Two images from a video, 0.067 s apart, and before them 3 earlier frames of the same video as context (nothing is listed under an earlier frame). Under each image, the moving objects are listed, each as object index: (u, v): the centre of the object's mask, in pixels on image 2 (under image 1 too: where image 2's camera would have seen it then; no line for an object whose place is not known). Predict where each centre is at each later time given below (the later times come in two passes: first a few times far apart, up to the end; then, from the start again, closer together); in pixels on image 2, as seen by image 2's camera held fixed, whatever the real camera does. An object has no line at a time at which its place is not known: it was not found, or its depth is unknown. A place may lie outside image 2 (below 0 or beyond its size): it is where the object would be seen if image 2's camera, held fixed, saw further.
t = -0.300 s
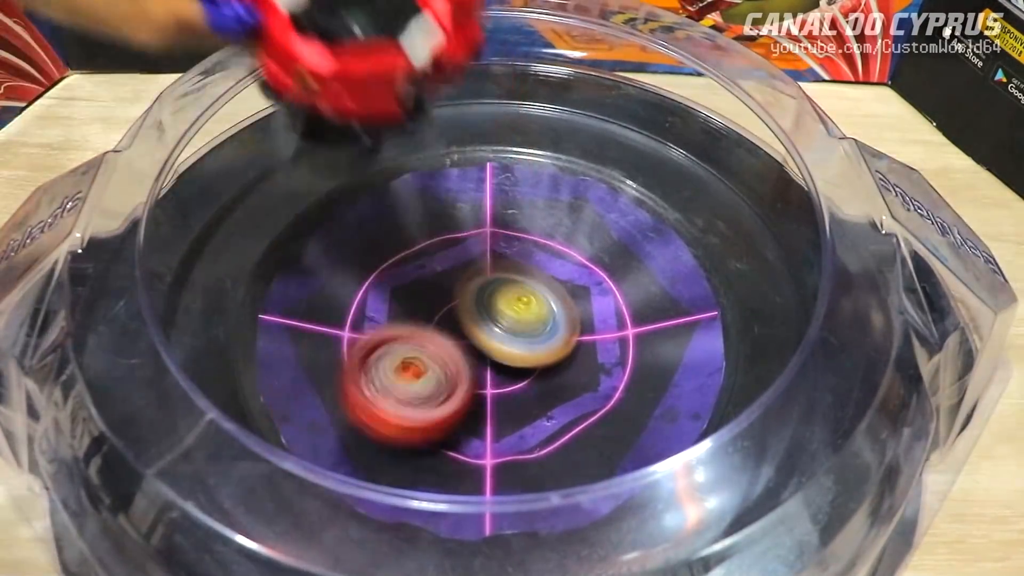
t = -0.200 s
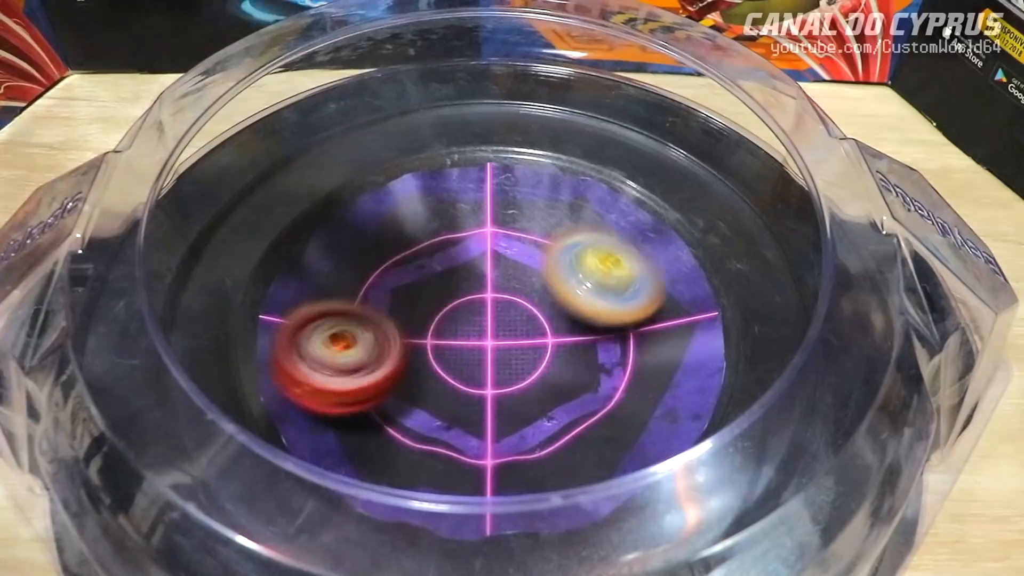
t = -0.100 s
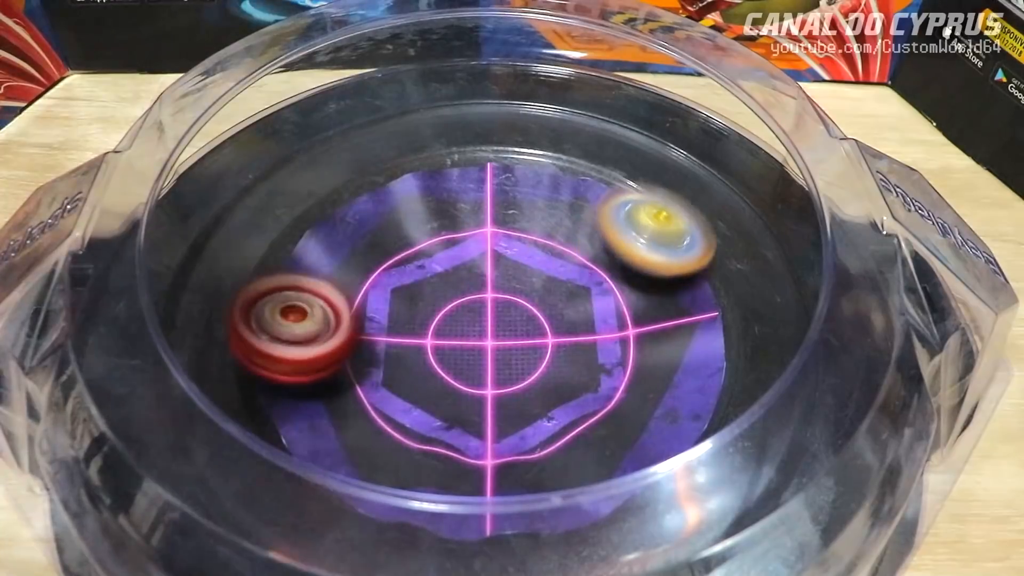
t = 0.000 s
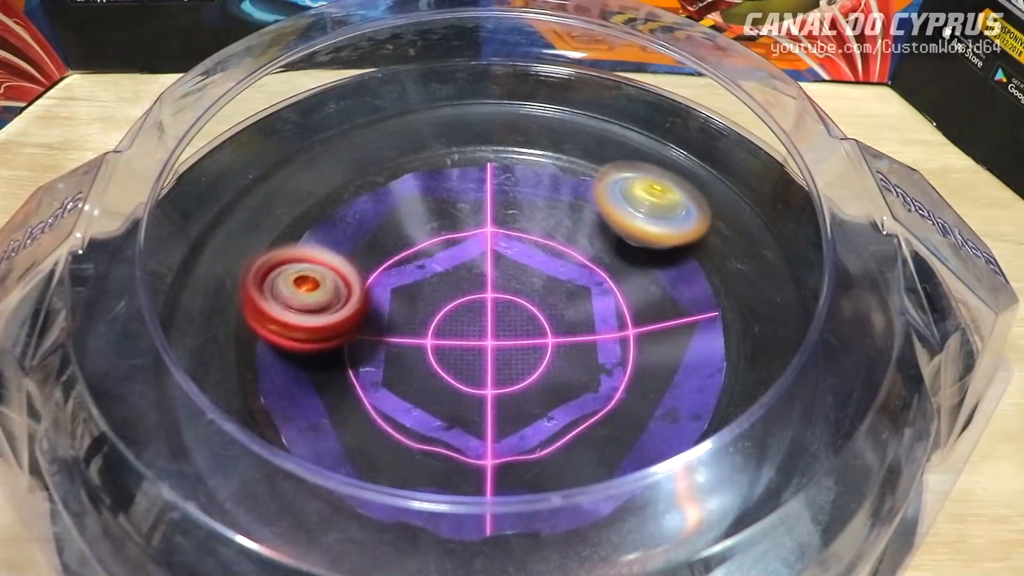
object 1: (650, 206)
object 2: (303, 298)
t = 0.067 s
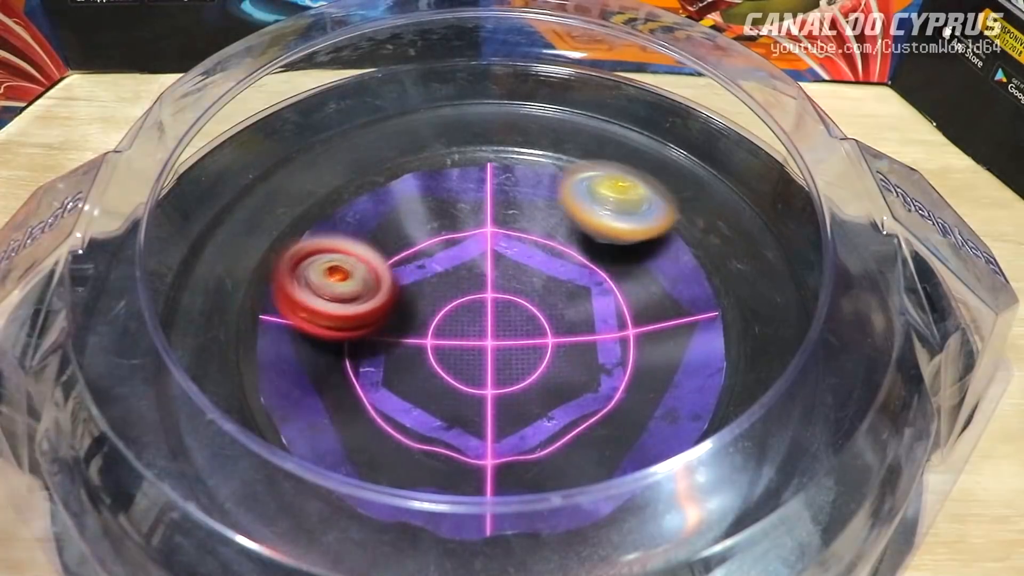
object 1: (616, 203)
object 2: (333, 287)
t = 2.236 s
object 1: (503, 480)
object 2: (695, 167)
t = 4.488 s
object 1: (487, 307)
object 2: (162, 355)
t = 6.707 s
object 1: (486, 313)
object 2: (801, 371)
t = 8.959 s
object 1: (490, 311)
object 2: (503, 94)
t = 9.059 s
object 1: (490, 311)
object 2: (556, 95)
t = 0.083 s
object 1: (605, 204)
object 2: (343, 285)
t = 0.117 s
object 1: (576, 206)
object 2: (366, 282)
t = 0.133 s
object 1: (561, 208)
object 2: (378, 281)
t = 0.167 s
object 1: (532, 214)
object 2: (403, 280)
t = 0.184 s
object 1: (515, 219)
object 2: (417, 279)
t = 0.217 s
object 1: (514, 211)
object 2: (403, 291)
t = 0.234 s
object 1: (521, 207)
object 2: (390, 298)
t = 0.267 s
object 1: (531, 203)
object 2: (368, 311)
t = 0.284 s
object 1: (535, 202)
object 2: (358, 316)
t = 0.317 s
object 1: (542, 203)
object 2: (344, 326)
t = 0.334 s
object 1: (544, 205)
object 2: (340, 329)
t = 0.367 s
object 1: (546, 212)
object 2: (336, 335)
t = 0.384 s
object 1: (547, 220)
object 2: (336, 337)
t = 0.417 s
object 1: (546, 232)
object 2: (340, 339)
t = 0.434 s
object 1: (545, 239)
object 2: (343, 339)
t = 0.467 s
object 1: (540, 255)
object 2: (352, 339)
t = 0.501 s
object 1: (532, 276)
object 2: (362, 338)
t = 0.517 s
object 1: (529, 284)
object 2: (368, 337)
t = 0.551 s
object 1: (519, 301)
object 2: (382, 335)
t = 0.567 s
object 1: (516, 308)
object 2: (388, 333)
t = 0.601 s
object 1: (550, 317)
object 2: (359, 324)
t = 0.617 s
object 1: (569, 320)
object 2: (343, 321)
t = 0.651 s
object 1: (604, 325)
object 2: (315, 311)
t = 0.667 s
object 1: (617, 328)
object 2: (306, 307)
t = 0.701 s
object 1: (636, 332)
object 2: (293, 301)
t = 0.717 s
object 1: (644, 335)
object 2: (290, 297)
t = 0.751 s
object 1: (654, 340)
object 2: (288, 292)
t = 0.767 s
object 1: (657, 342)
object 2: (289, 290)
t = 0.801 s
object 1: (657, 346)
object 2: (295, 287)
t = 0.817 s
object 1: (654, 347)
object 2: (300, 286)
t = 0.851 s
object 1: (644, 349)
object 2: (312, 285)
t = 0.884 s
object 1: (629, 349)
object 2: (329, 285)
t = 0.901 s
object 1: (620, 348)
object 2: (338, 285)
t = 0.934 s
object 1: (600, 344)
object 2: (360, 286)
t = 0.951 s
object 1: (589, 342)
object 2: (372, 288)
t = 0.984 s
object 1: (566, 334)
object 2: (396, 289)
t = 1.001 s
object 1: (554, 330)
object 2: (408, 290)
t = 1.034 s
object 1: (546, 325)
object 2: (418, 279)
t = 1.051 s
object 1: (554, 328)
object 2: (413, 266)
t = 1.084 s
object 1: (560, 332)
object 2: (403, 240)
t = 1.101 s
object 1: (562, 333)
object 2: (399, 230)
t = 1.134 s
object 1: (561, 334)
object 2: (392, 208)
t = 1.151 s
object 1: (558, 333)
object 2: (389, 199)
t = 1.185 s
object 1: (551, 331)
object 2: (384, 183)
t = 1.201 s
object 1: (545, 329)
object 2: (382, 176)
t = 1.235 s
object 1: (533, 325)
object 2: (379, 165)
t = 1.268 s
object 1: (518, 320)
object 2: (377, 156)
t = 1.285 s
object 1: (509, 317)
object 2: (376, 152)
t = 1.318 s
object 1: (493, 312)
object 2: (376, 148)
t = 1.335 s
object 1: (486, 309)
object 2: (377, 149)
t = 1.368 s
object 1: (470, 306)
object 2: (381, 152)
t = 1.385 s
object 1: (460, 302)
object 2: (384, 156)
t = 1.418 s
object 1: (445, 297)
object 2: (391, 165)
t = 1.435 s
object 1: (438, 294)
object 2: (396, 171)
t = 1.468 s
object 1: (426, 290)
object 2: (406, 184)
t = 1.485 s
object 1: (420, 301)
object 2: (413, 186)
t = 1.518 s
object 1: (409, 353)
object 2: (431, 154)
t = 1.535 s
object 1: (404, 377)
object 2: (440, 141)
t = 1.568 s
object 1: (401, 422)
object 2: (457, 114)
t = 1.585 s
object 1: (401, 434)
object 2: (466, 106)
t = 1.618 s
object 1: (401, 479)
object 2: (482, 90)
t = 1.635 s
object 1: (405, 497)
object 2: (489, 81)
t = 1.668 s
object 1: (414, 514)
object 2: (503, 70)
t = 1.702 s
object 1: (427, 528)
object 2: (516, 70)
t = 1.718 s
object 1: (432, 534)
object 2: (522, 68)
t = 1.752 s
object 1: (444, 546)
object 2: (535, 66)
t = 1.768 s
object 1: (449, 548)
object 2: (540, 68)
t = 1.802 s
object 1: (459, 549)
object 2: (550, 74)
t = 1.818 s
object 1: (464, 549)
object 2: (555, 77)
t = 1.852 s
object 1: (472, 548)
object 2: (566, 84)
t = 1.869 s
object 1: (475, 548)
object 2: (571, 88)
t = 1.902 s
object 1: (479, 547)
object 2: (580, 100)
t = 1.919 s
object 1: (481, 546)
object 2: (585, 104)
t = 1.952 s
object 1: (483, 545)
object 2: (593, 115)
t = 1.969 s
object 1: (485, 545)
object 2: (597, 120)
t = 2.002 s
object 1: (487, 543)
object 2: (607, 128)
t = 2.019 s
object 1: (488, 543)
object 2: (612, 132)
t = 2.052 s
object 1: (489, 532)
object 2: (623, 140)
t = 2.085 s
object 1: (490, 528)
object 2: (635, 146)
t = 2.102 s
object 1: (491, 526)
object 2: (640, 149)
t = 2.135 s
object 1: (492, 521)
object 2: (653, 155)
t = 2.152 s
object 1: (493, 518)
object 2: (659, 157)
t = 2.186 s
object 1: (497, 509)
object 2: (673, 162)
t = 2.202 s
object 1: (499, 498)
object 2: (680, 163)
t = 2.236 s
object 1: (503, 480)
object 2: (695, 167)
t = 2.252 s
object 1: (505, 469)
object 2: (703, 168)
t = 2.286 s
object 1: (508, 444)
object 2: (720, 171)
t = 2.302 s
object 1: (510, 437)
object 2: (730, 172)
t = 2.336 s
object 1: (513, 418)
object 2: (742, 172)
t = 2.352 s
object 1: (514, 407)
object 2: (745, 175)
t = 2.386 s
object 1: (515, 384)
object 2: (747, 186)
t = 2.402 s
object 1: (515, 371)
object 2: (745, 191)
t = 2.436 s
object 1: (516, 346)
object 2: (743, 200)
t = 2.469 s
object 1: (515, 323)
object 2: (741, 209)
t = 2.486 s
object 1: (514, 312)
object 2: (740, 214)
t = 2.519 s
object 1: (513, 292)
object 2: (738, 225)
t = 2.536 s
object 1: (511, 283)
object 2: (738, 229)
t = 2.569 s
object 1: (507, 265)
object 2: (739, 239)
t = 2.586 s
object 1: (505, 259)
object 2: (740, 244)
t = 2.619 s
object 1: (500, 250)
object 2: (743, 253)
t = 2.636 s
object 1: (497, 248)
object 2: (745, 258)
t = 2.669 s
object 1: (492, 246)
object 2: (750, 268)
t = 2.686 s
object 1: (489, 246)
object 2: (753, 274)
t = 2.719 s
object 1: (484, 248)
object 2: (759, 284)
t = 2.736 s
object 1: (481, 250)
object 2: (761, 289)
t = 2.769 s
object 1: (476, 255)
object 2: (766, 298)
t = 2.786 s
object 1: (473, 259)
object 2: (777, 305)
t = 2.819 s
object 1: (468, 265)
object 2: (790, 317)
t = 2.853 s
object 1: (464, 273)
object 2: (806, 331)
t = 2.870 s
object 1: (462, 277)
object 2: (815, 337)
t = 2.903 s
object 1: (459, 287)
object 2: (819, 344)
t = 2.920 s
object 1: (458, 291)
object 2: (816, 351)
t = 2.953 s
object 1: (456, 299)
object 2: (802, 360)
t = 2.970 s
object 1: (456, 303)
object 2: (794, 364)
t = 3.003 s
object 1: (457, 311)
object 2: (779, 372)
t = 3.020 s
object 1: (457, 314)
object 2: (773, 375)
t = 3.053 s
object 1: (460, 319)
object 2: (762, 383)
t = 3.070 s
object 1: (461, 321)
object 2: (756, 388)
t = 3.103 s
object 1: (465, 323)
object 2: (748, 397)
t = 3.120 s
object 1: (468, 323)
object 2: (744, 402)
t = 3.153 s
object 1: (472, 323)
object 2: (738, 412)
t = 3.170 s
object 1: (473, 323)
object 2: (735, 417)
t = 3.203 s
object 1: (476, 322)
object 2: (731, 431)
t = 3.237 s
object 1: (478, 321)
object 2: (727, 451)
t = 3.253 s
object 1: (479, 320)
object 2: (726, 459)
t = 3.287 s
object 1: (481, 319)
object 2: (721, 484)
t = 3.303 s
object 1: (481, 318)
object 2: (720, 495)
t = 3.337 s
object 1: (482, 318)
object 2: (719, 515)
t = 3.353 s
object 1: (483, 317)
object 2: (715, 518)
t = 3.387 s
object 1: (484, 315)
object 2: (697, 523)
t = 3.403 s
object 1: (484, 315)
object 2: (686, 524)
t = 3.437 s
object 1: (484, 314)
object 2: (665, 524)
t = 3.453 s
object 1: (483, 313)
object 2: (654, 524)
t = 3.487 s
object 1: (483, 313)
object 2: (634, 524)
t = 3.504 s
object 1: (483, 312)
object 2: (626, 524)
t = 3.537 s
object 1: (482, 311)
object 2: (613, 526)
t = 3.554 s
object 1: (482, 310)
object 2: (595, 538)
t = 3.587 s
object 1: (481, 310)
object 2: (579, 534)
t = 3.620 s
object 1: (482, 309)
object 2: (561, 542)
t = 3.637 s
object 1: (482, 309)
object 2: (550, 545)
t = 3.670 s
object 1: (482, 309)
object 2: (533, 548)
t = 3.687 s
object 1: (482, 308)
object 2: (523, 550)
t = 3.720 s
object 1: (481, 308)
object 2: (500, 548)
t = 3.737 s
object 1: (481, 308)
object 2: (490, 547)
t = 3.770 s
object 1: (482, 308)
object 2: (469, 545)
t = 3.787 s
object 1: (482, 307)
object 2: (457, 545)
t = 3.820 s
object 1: (482, 307)
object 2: (435, 544)
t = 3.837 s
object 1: (482, 307)
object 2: (425, 543)
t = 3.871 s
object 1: (483, 307)
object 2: (401, 542)
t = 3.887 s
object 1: (483, 307)
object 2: (390, 541)
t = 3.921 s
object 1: (483, 307)
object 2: (365, 540)
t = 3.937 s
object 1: (483, 307)
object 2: (352, 540)
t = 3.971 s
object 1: (483, 307)
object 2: (327, 539)
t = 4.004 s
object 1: (483, 306)
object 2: (311, 534)
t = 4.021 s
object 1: (483, 306)
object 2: (304, 532)
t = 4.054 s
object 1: (483, 306)
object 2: (292, 523)
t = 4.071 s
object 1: (484, 306)
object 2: (285, 517)
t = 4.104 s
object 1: (484, 306)
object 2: (271, 506)
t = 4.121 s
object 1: (484, 306)
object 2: (263, 500)
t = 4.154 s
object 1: (484, 306)
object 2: (245, 490)
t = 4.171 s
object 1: (484, 306)
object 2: (234, 486)
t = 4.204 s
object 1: (485, 306)
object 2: (216, 477)
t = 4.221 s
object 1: (485, 306)
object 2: (208, 471)
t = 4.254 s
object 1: (485, 306)
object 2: (202, 457)
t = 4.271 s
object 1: (485, 307)
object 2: (203, 448)
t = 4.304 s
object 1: (486, 307)
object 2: (201, 430)
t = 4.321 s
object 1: (486, 307)
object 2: (199, 422)
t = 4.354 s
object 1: (486, 307)
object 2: (194, 407)
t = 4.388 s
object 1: (486, 307)
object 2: (187, 394)
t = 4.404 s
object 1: (486, 307)
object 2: (182, 387)
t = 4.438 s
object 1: (487, 307)
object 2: (171, 374)
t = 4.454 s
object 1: (487, 307)
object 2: (164, 367)
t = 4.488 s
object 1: (487, 307)
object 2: (162, 355)
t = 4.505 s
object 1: (487, 307)
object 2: (165, 348)
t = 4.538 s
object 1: (488, 307)
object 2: (172, 335)
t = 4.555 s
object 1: (488, 307)
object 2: (175, 328)
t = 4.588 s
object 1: (488, 307)
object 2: (178, 315)
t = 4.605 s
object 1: (488, 307)
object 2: (179, 308)
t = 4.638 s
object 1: (489, 307)
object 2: (178, 295)
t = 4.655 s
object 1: (489, 307)
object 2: (177, 289)
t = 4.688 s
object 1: (489, 308)
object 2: (173, 276)
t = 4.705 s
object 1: (489, 308)
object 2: (174, 269)
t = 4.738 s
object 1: (490, 308)
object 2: (185, 260)
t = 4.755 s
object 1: (490, 308)
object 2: (191, 255)
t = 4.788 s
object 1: (490, 308)
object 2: (205, 246)
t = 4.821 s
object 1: (491, 308)
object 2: (212, 235)
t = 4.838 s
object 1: (491, 308)
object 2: (215, 230)
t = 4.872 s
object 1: (491, 308)
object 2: (223, 219)
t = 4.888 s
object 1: (491, 308)
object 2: (226, 213)
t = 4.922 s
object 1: (492, 309)
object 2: (230, 201)
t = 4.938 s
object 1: (492, 309)
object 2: (232, 195)
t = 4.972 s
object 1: (492, 309)
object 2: (236, 183)
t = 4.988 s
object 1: (492, 309)
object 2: (237, 176)
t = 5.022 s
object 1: (492, 309)
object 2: (251, 171)
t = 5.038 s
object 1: (493, 309)
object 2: (258, 168)
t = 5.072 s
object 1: (493, 310)
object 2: (273, 163)
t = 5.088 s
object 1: (493, 310)
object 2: (279, 159)
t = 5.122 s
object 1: (493, 310)
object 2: (291, 152)
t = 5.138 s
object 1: (493, 310)
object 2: (297, 148)
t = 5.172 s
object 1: (493, 310)
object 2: (307, 139)
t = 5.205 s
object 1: (493, 310)
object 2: (316, 130)
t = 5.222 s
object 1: (493, 311)
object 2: (320, 124)
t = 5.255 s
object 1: (493, 311)
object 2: (331, 116)
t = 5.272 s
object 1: (493, 311)
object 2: (338, 116)
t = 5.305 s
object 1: (493, 311)
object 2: (353, 115)
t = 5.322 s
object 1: (493, 311)
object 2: (360, 113)
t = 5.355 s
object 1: (493, 311)
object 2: (374, 111)
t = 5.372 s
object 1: (493, 311)
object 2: (381, 109)
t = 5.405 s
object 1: (493, 311)
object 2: (394, 103)
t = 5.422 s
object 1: (493, 311)
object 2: (401, 100)
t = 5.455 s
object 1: (493, 312)
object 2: (414, 94)
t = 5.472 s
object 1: (493, 312)
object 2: (421, 90)
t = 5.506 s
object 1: (493, 312)
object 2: (433, 88)
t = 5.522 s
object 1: (493, 312)
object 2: (440, 88)
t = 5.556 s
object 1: (492, 312)
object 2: (454, 91)
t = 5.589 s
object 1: (492, 312)
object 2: (467, 93)
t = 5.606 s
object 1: (492, 313)
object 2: (474, 93)
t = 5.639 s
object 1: (492, 313)
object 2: (488, 92)
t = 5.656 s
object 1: (492, 313)
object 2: (496, 91)
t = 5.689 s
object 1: (492, 313)
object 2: (511, 88)
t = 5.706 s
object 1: (492, 313)
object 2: (518, 87)
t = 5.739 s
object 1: (492, 314)
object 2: (532, 88)
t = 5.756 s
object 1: (491, 314)
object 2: (539, 91)
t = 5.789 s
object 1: (491, 314)
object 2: (551, 95)
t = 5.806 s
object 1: (491, 314)
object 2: (558, 98)
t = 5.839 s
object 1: (491, 314)
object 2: (571, 102)
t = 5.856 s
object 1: (491, 314)
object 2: (577, 104)
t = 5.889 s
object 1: (491, 314)
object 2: (592, 106)
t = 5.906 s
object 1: (491, 314)
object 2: (601, 108)
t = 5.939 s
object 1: (490, 314)
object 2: (617, 109)
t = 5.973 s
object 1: (490, 314)
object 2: (632, 112)
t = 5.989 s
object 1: (490, 314)
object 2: (638, 115)
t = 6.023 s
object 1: (490, 314)
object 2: (647, 124)
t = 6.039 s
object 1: (490, 314)
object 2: (652, 129)
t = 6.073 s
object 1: (490, 314)
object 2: (663, 136)
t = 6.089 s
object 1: (490, 314)
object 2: (670, 140)
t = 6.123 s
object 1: (490, 314)
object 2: (685, 147)
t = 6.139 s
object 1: (490, 314)
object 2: (693, 150)
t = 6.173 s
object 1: (489, 314)
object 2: (709, 156)
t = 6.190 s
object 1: (489, 314)
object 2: (717, 159)
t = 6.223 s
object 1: (489, 315)
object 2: (723, 171)
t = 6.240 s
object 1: (489, 315)
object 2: (725, 177)
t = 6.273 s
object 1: (489, 315)
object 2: (732, 188)
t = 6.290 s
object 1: (489, 314)
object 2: (735, 194)
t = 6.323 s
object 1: (488, 314)
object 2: (743, 206)
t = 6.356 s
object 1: (488, 314)
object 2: (754, 218)
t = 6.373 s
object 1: (488, 314)
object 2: (760, 223)
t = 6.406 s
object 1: (488, 315)
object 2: (771, 236)
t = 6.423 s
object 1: (488, 314)
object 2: (779, 241)
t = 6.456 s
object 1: (488, 314)
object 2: (789, 254)
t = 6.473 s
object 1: (488, 314)
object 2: (788, 261)
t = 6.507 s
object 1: (488, 314)
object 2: (785, 274)
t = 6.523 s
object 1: (488, 314)
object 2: (785, 282)
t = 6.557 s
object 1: (487, 314)
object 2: (786, 297)
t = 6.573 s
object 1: (487, 314)
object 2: (787, 305)
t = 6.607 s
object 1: (487, 314)
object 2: (792, 321)
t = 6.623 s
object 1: (487, 313)
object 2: (796, 329)
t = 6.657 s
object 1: (487, 313)
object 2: (805, 348)
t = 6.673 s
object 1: (487, 313)
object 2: (809, 356)
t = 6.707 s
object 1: (486, 313)
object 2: (801, 371)
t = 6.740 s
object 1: (486, 313)
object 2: (792, 384)
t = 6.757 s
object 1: (486, 313)
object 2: (788, 391)
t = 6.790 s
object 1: (486, 313)
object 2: (781, 406)
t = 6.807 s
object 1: (485, 313)
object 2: (778, 414)
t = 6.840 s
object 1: (485, 313)
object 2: (773, 430)
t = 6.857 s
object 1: (485, 313)
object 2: (774, 440)
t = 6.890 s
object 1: (484, 313)
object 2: (770, 458)
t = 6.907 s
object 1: (485, 313)
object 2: (764, 467)
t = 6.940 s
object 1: (484, 313)
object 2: (749, 479)
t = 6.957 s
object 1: (484, 313)
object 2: (742, 484)
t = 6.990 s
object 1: (484, 314)
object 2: (720, 494)
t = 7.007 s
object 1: (484, 314)
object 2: (712, 498)
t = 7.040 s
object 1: (484, 314)
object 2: (694, 510)
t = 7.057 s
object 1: (484, 314)
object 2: (686, 515)
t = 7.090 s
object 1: (484, 314)
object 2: (669, 526)
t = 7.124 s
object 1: (484, 314)
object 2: (650, 535)
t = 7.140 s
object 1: (484, 314)
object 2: (638, 540)
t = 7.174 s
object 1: (484, 314)
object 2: (616, 541)
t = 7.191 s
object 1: (483, 314)
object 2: (604, 542)
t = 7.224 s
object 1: (483, 314)
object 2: (583, 541)
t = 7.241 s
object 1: (483, 314)
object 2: (573, 542)
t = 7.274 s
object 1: (483, 314)
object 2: (548, 544)
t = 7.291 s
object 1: (483, 314)
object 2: (536, 544)
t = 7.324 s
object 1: (483, 314)
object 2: (509, 546)
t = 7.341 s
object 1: (483, 315)
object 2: (496, 548)
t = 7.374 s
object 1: (483, 314)
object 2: (470, 548)
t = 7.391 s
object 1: (483, 314)
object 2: (457, 548)
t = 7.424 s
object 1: (483, 314)
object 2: (433, 546)
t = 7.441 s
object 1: (483, 314)
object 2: (421, 544)
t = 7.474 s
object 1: (483, 314)
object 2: (397, 541)
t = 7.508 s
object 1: (483, 313)
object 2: (370, 539)
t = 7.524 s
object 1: (483, 313)
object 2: (357, 537)
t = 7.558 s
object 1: (484, 313)
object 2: (328, 534)
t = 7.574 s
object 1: (484, 313)
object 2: (314, 533)
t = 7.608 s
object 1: (484, 313)
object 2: (292, 528)
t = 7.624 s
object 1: (484, 312)
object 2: (284, 524)
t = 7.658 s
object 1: (485, 312)
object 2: (271, 508)
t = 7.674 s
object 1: (485, 312)
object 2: (263, 500)
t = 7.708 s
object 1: (485, 312)
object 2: (248, 484)
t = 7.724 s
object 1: (485, 312)
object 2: (237, 477)
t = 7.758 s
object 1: (485, 312)
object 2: (219, 464)
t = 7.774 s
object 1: (486, 311)
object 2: (209, 457)
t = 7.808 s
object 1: (486, 311)
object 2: (196, 442)
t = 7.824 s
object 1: (486, 311)
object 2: (196, 432)
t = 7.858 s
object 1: (486, 311)
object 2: (194, 414)
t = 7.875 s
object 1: (486, 311)
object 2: (193, 404)
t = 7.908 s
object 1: (486, 311)
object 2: (189, 386)
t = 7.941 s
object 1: (486, 311)
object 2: (182, 370)
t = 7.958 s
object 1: (486, 311)
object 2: (178, 362)
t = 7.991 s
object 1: (487, 310)
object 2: (169, 346)
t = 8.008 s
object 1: (487, 310)
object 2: (167, 338)
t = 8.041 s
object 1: (487, 310)
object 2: (175, 323)
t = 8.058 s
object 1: (487, 310)
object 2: (180, 315)
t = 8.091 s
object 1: (487, 310)
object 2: (188, 299)
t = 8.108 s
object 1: (487, 310)
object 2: (189, 291)
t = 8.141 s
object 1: (487, 310)
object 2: (193, 276)
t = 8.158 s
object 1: (487, 310)
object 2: (197, 268)
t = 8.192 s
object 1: (488, 310)
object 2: (197, 252)
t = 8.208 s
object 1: (488, 310)
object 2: (197, 244)
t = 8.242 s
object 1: (488, 310)
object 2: (205, 232)
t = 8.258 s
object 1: (488, 310)
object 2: (209, 225)
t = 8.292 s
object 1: (488, 310)
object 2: (220, 214)
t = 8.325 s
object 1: (488, 310)
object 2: (230, 202)
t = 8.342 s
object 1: (488, 310)
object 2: (236, 196)
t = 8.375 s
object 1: (488, 310)
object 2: (243, 183)
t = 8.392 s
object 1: (488, 310)
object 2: (248, 177)
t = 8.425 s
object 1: (488, 310)
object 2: (256, 164)
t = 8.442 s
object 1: (489, 310)
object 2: (264, 161)
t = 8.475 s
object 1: (489, 310)
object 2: (279, 155)
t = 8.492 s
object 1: (489, 310)
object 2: (288, 151)
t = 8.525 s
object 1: (489, 310)
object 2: (300, 143)
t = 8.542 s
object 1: (489, 310)
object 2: (307, 138)
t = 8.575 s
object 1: (489, 310)
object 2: (319, 130)
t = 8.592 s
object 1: (489, 310)
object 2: (325, 123)
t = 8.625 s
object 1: (489, 310)
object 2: (338, 116)
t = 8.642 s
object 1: (489, 310)
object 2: (347, 115)
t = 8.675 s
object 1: (489, 310)
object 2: (365, 113)
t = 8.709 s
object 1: (489, 311)
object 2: (380, 110)
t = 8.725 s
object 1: (489, 311)
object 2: (389, 108)
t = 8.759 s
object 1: (489, 311)
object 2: (404, 102)
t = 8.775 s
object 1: (489, 311)
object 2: (413, 99)
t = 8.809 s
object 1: (489, 311)
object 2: (428, 93)
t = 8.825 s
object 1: (489, 311)
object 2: (435, 89)
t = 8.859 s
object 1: (489, 311)
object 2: (453, 91)
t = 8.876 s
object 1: (489, 311)
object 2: (461, 92)
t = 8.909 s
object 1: (490, 311)
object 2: (477, 94)
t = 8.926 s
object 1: (490, 311)
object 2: (486, 95)
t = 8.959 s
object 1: (490, 311)
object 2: (503, 94)
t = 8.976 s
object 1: (490, 311)
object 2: (512, 94)
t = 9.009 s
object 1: (490, 311)
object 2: (530, 92)
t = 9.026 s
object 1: (489, 311)
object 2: (539, 91)
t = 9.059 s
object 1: (490, 311)
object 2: (556, 95)
